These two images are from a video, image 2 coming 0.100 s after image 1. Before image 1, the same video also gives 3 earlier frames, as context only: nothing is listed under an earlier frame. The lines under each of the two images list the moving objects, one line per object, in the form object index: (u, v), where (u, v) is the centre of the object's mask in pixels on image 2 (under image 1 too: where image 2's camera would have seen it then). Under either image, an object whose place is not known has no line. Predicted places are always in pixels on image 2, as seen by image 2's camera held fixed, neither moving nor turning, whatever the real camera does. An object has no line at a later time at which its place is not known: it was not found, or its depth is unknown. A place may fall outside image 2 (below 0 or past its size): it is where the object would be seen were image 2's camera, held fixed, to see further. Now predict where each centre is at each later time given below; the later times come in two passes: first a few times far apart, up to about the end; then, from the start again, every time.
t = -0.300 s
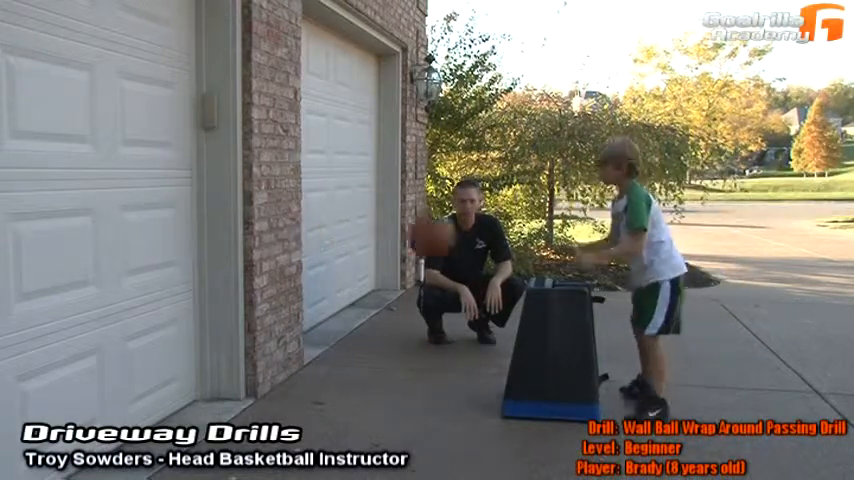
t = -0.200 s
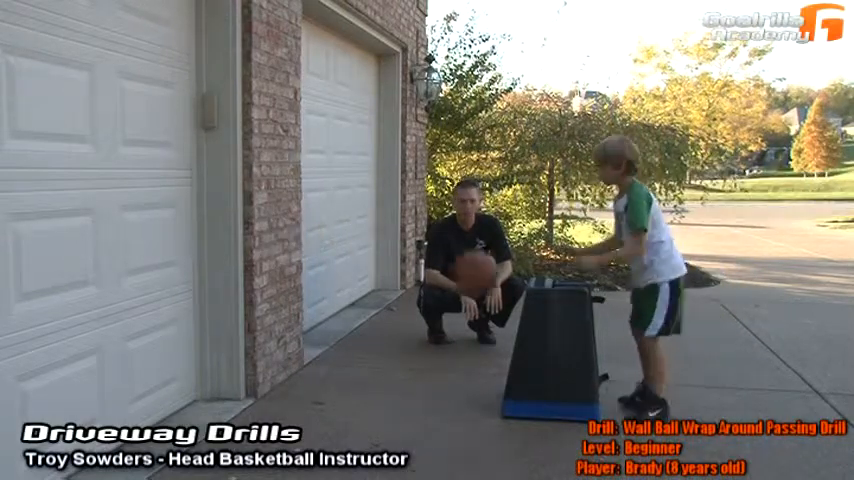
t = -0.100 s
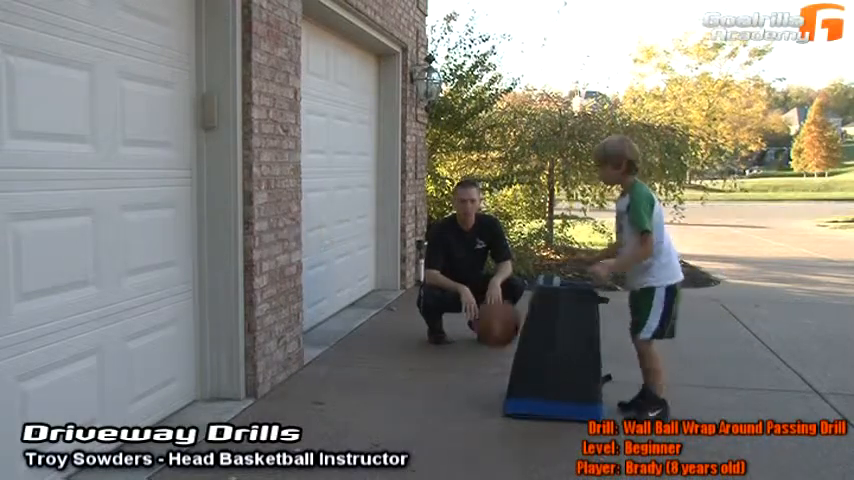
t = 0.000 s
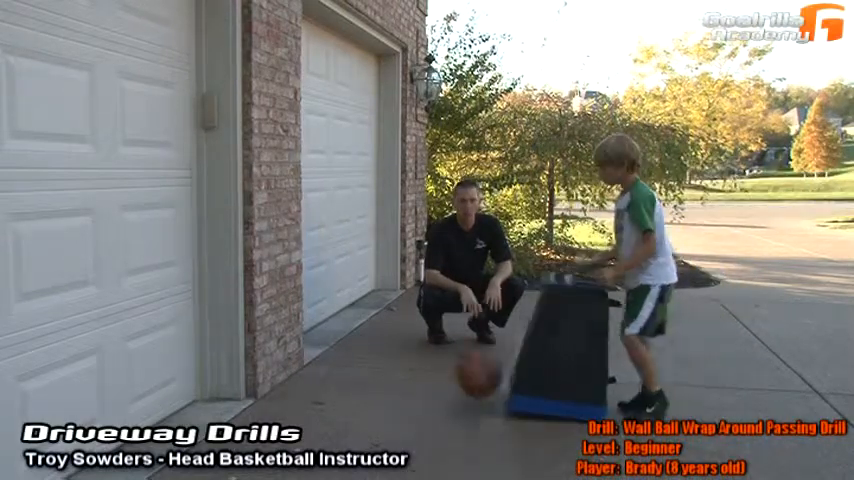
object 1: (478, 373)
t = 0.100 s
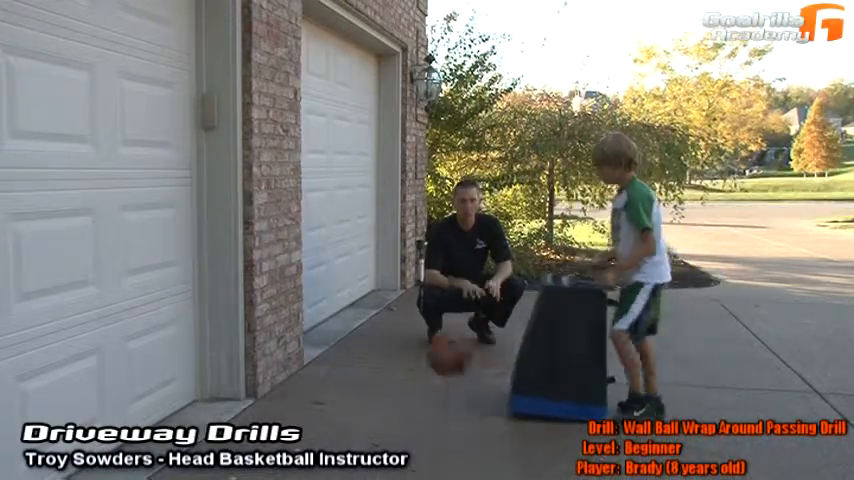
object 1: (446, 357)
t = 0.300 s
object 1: (386, 322)
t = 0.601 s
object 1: (296, 354)
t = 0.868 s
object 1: (331, 344)
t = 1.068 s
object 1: (363, 361)
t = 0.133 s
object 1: (433, 343)
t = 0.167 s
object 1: (425, 337)
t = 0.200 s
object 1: (416, 327)
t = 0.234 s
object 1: (406, 323)
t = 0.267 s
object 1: (395, 323)
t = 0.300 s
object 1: (386, 322)
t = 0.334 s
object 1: (375, 325)
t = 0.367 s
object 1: (364, 329)
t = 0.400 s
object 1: (354, 336)
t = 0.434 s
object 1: (344, 344)
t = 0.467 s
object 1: (335, 355)
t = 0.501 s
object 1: (326, 367)
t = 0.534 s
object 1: (312, 376)
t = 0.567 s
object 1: (306, 361)
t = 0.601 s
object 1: (296, 354)
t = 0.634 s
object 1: (284, 348)
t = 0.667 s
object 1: (282, 342)
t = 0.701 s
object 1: (294, 335)
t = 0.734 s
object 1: (301, 333)
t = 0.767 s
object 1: (309, 332)
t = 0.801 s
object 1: (318, 334)
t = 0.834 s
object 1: (325, 338)
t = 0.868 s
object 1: (331, 344)
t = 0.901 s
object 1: (340, 353)
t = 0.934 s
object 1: (347, 367)
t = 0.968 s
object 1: (355, 377)
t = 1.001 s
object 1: (360, 376)
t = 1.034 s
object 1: (362, 370)
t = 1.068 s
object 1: (363, 361)
